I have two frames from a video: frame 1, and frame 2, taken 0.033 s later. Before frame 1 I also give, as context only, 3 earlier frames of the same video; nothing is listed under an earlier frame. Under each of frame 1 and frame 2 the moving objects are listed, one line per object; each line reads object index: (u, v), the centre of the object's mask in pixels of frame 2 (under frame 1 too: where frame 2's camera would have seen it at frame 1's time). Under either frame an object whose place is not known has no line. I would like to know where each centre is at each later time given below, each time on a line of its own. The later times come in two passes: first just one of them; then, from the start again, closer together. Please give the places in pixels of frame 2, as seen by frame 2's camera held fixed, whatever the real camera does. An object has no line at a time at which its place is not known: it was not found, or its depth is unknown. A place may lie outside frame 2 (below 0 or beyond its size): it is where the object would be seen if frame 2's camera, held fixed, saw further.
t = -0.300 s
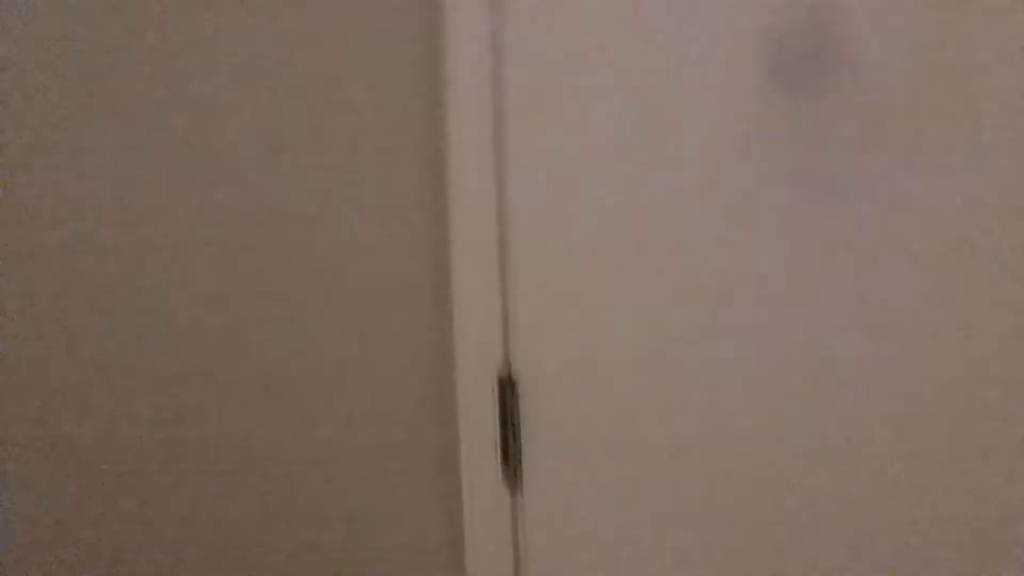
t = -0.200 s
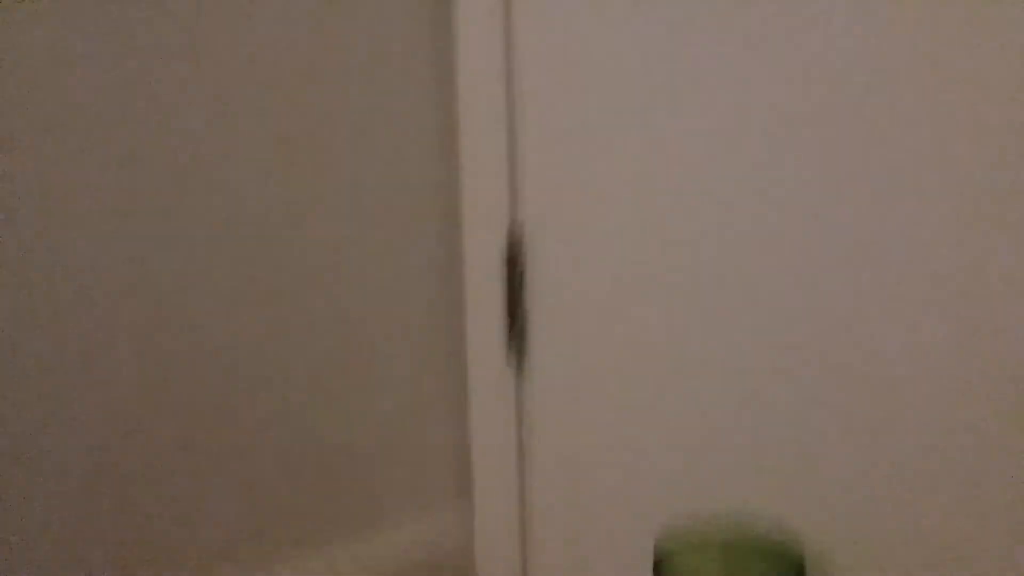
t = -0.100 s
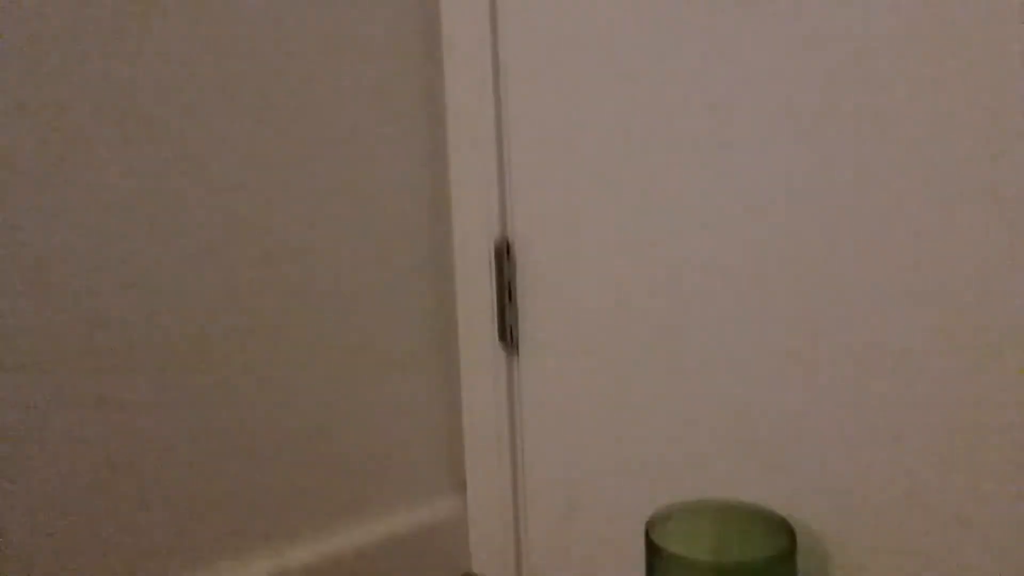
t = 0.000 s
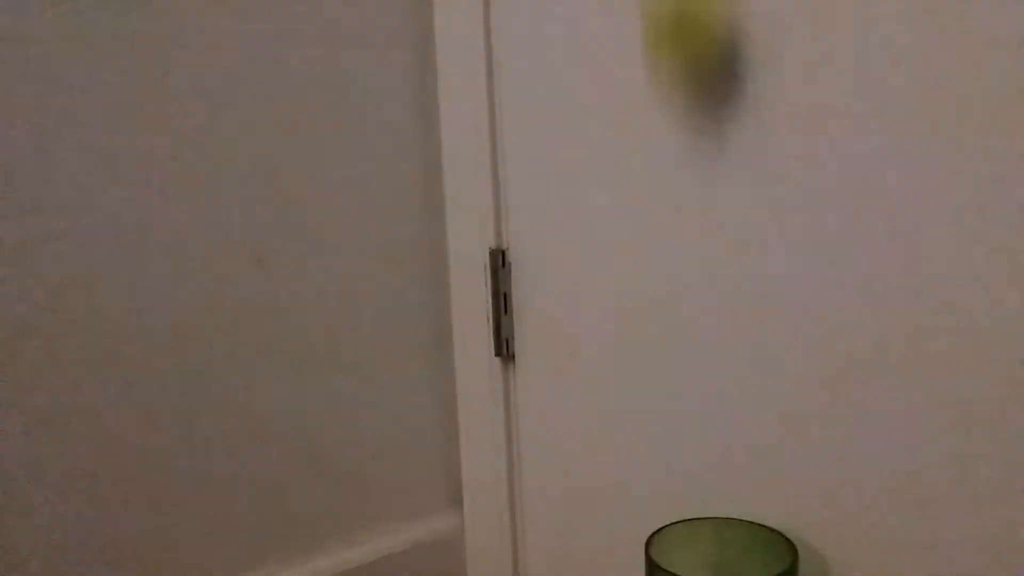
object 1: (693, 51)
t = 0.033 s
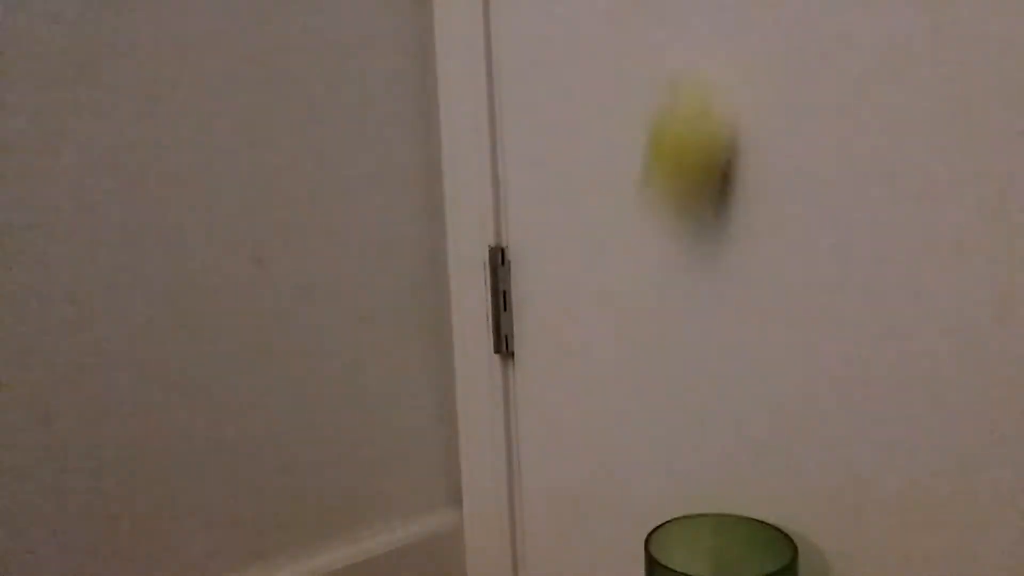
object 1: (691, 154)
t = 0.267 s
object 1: (569, 486)
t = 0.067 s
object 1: (675, 274)
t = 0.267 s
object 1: (569, 486)
